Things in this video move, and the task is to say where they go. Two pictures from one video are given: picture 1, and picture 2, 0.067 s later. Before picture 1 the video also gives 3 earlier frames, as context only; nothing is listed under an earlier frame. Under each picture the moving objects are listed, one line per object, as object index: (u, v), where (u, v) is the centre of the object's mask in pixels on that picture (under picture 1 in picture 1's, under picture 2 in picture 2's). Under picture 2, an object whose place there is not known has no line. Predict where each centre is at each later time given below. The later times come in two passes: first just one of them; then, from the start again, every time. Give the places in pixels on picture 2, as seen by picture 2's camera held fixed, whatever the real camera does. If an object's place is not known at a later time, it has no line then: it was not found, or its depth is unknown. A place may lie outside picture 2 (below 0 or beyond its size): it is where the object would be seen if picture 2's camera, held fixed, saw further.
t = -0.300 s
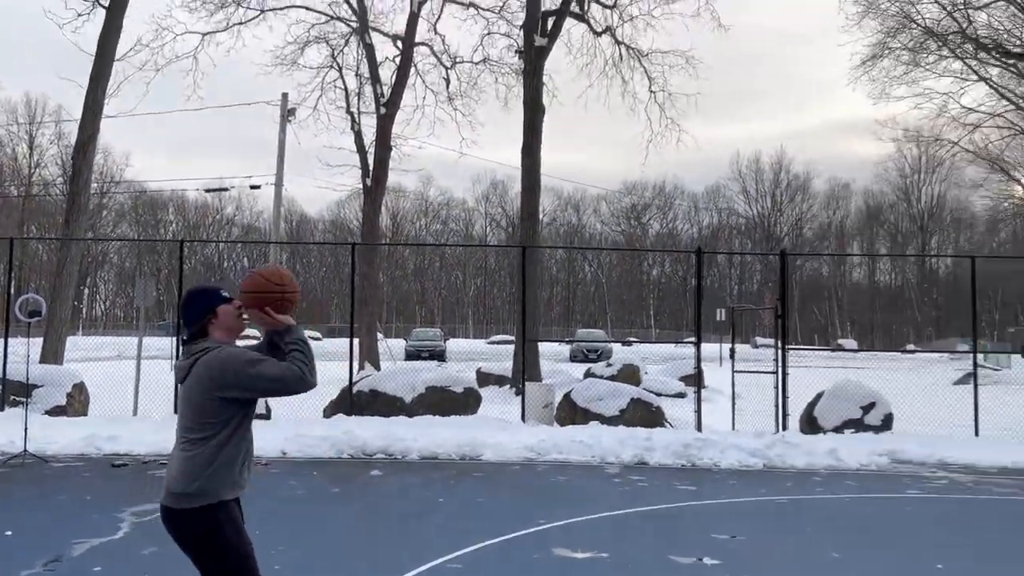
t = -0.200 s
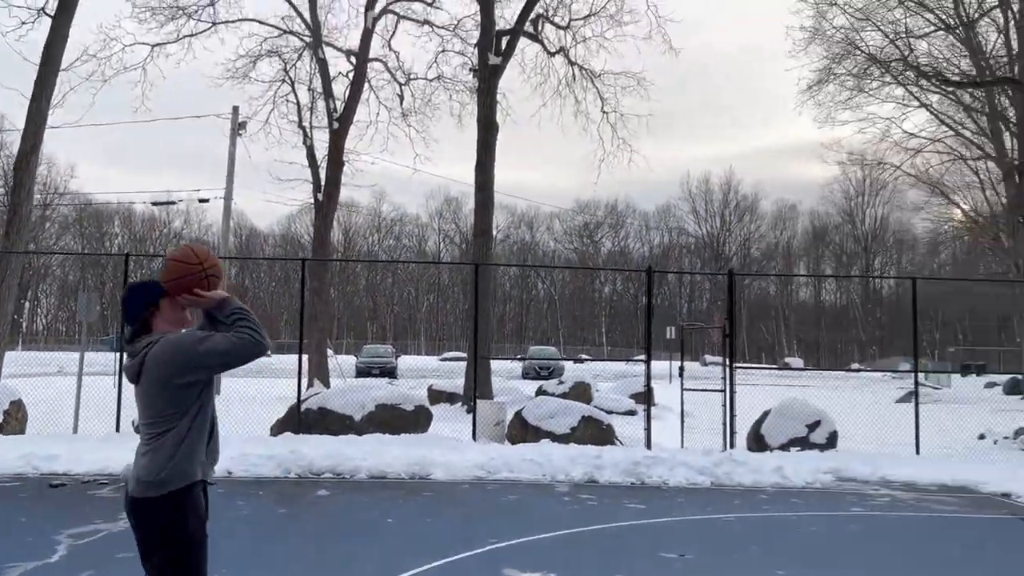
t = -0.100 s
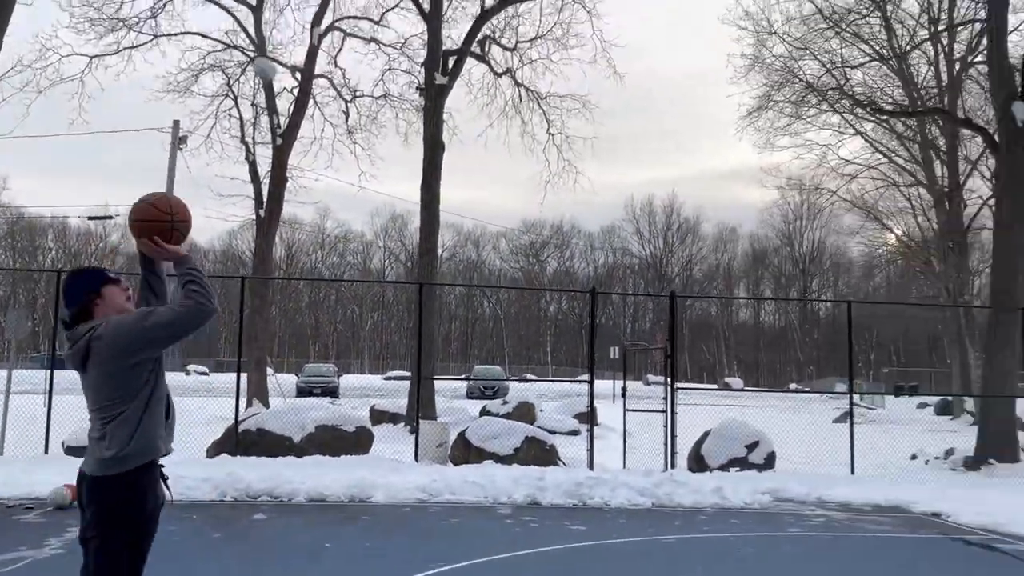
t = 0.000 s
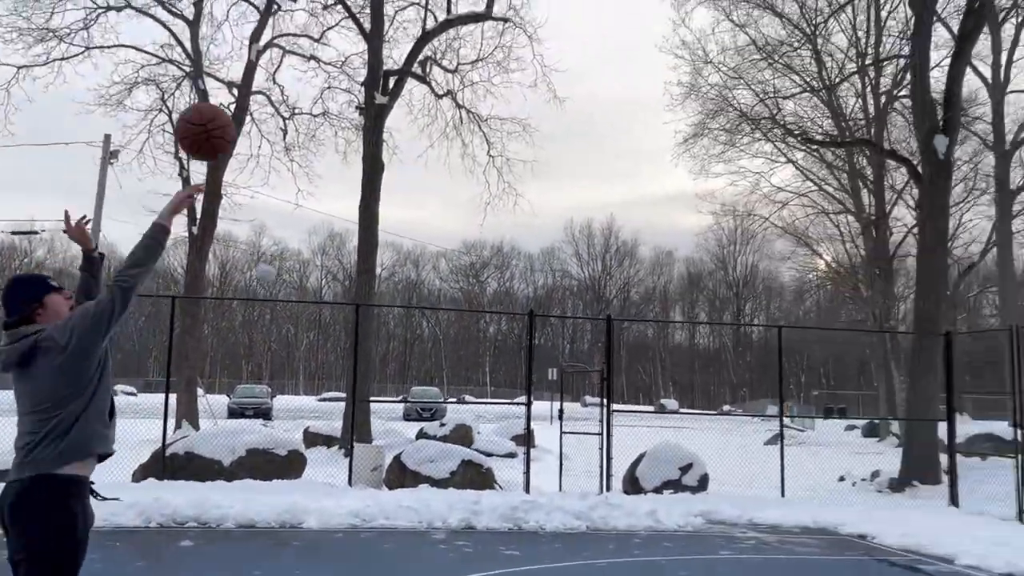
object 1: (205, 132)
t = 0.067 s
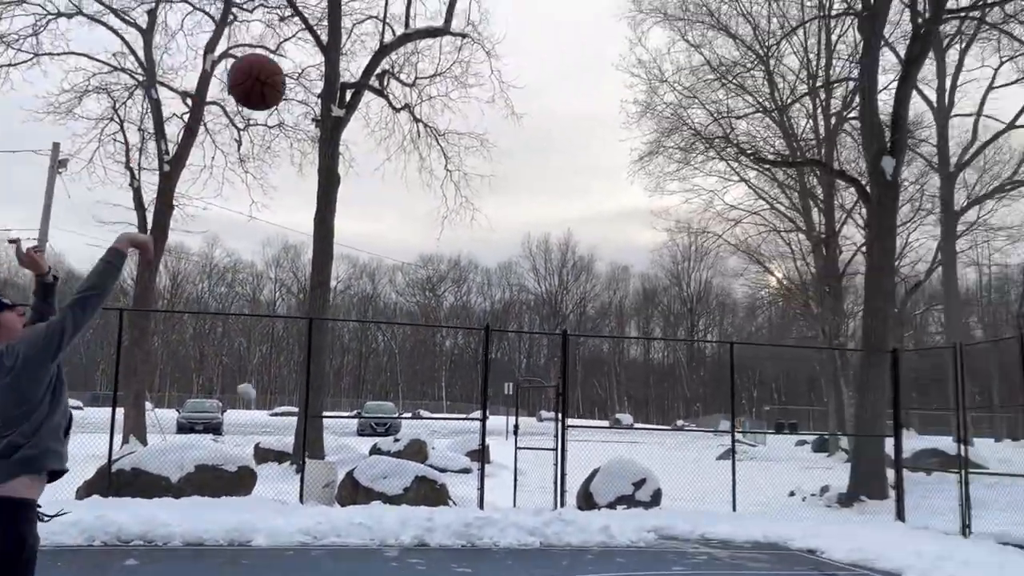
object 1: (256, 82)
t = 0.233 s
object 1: (475, -13)
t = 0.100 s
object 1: (302, 57)
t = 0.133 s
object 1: (349, 34)
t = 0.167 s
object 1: (391, 12)
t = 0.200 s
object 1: (433, -2)
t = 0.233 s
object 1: (475, -13)
